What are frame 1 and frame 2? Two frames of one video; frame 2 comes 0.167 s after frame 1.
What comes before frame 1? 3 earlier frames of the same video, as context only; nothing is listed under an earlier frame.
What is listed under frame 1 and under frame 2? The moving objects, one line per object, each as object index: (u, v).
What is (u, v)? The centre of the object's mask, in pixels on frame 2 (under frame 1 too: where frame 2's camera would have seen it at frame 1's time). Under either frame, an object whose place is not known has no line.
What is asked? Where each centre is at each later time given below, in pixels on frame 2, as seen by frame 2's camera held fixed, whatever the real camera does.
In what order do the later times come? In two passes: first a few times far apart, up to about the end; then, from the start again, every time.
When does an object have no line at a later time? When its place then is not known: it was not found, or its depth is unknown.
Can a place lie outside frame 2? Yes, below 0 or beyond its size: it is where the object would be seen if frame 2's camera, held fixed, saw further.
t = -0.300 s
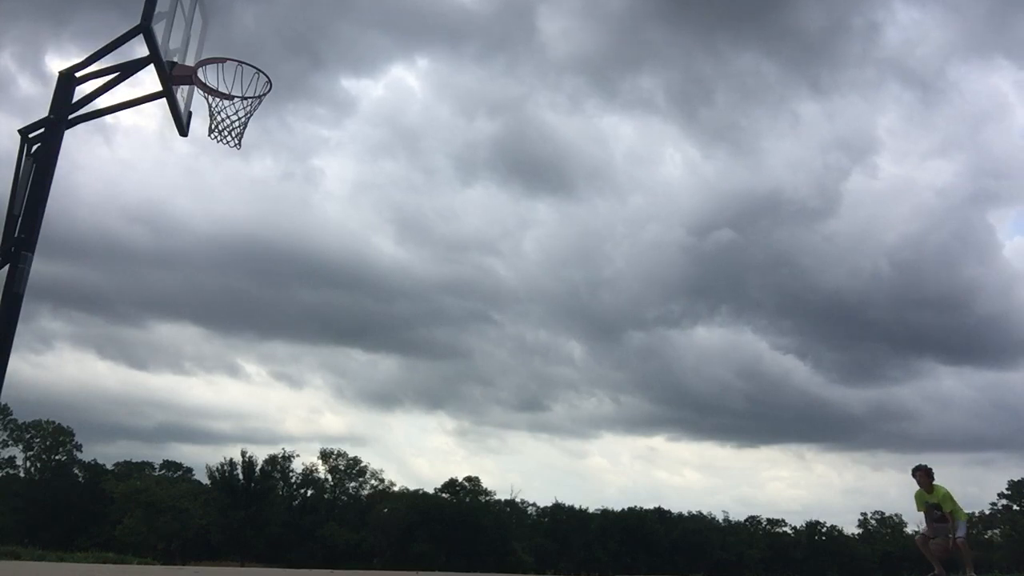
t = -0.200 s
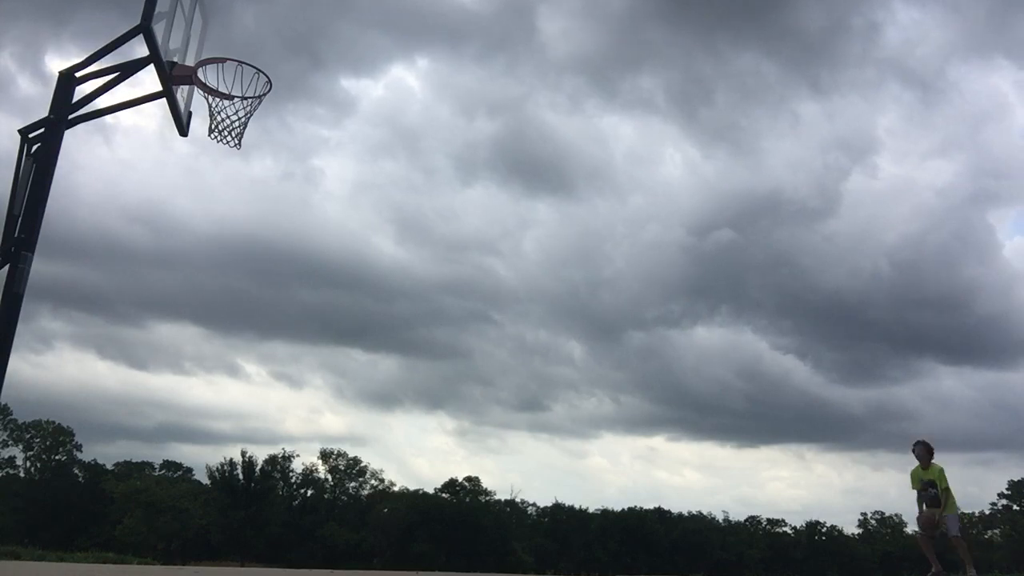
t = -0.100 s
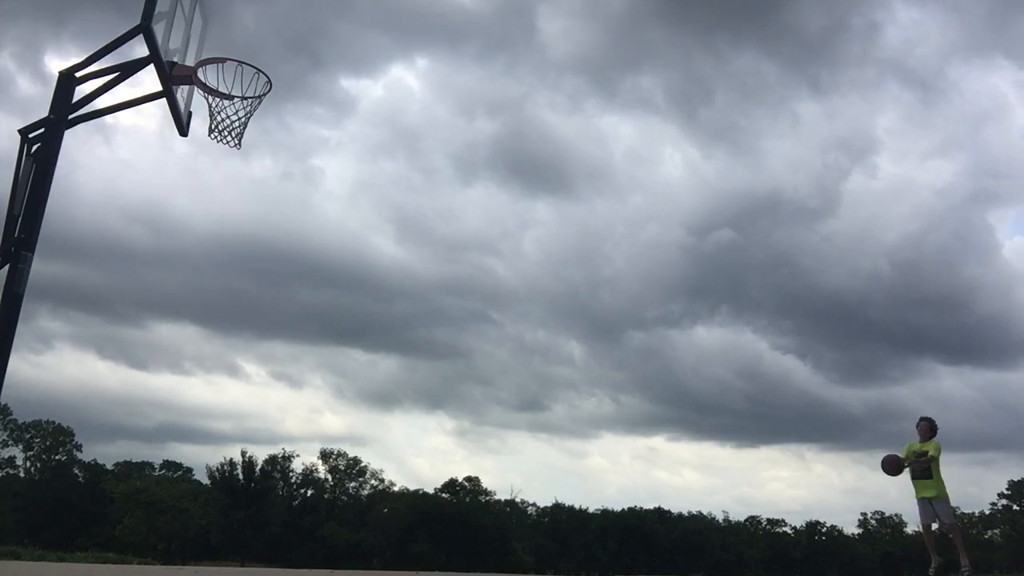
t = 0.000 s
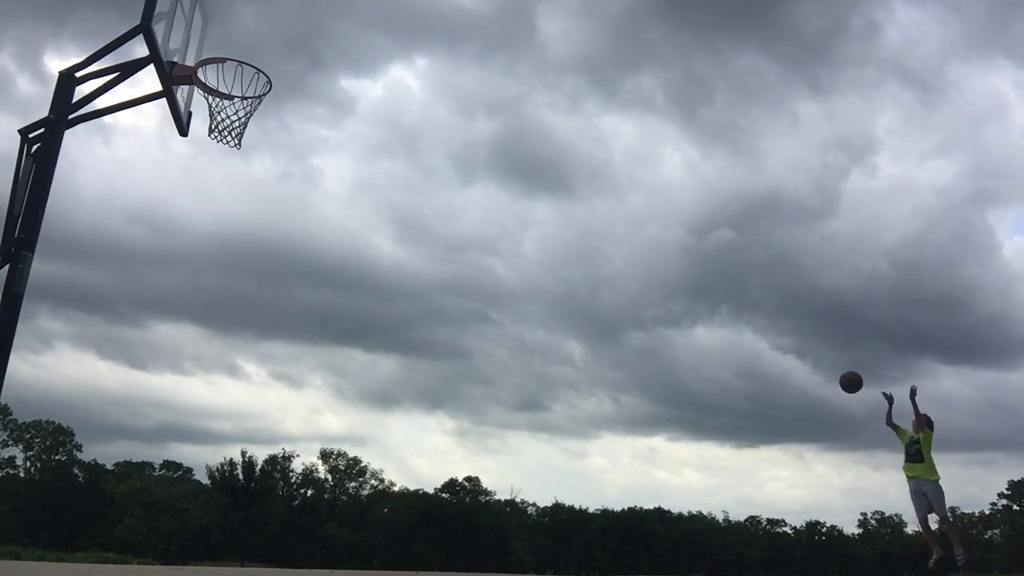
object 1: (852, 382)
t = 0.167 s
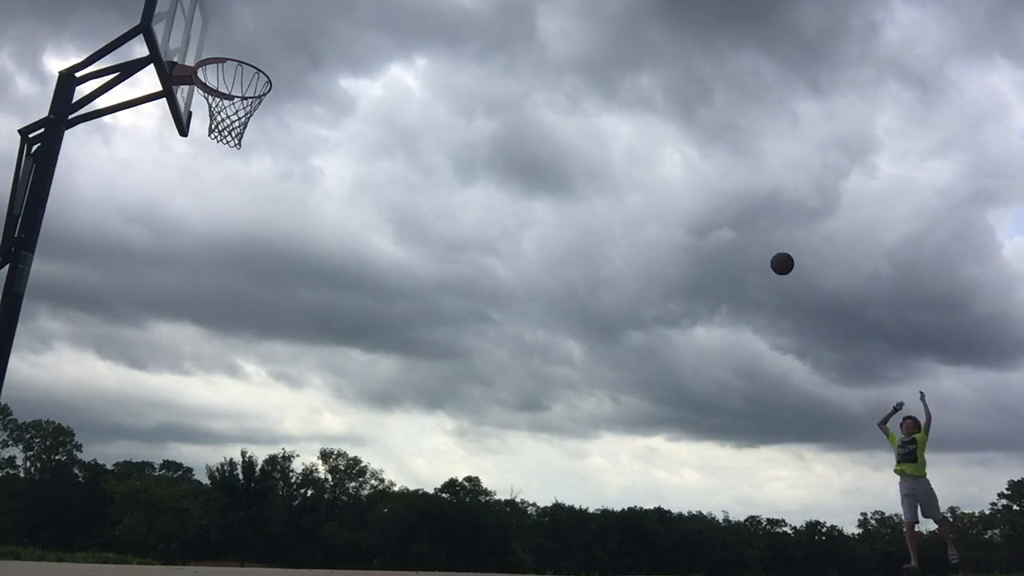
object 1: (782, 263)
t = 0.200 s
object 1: (768, 242)
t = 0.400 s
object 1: (683, 136)
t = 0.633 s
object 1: (577, 50)
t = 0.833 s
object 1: (472, 11)
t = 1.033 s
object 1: (348, 11)
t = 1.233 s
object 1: (209, 55)
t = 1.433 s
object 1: (305, 85)
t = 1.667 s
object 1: (414, 138)
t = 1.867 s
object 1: (498, 236)
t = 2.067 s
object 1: (579, 385)
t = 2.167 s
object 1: (619, 484)
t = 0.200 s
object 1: (768, 242)
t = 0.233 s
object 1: (754, 223)
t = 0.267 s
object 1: (740, 204)
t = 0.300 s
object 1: (726, 185)
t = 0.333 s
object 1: (712, 168)
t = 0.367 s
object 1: (698, 151)
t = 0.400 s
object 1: (683, 136)
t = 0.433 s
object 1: (669, 121)
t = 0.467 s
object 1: (654, 107)
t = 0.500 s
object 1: (639, 94)
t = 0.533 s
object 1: (624, 81)
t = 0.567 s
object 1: (608, 70)
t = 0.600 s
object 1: (592, 60)
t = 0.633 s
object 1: (577, 50)
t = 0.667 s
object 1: (560, 41)
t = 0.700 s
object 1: (543, 33)
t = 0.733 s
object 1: (526, 26)
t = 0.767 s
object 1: (508, 20)
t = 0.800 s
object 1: (491, 14)
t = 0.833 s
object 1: (472, 11)
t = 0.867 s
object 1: (453, 10)
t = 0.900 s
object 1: (433, 9)
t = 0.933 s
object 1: (413, 8)
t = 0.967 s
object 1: (392, 9)
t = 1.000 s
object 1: (370, 9)
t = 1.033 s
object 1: (348, 11)
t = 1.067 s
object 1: (325, 13)
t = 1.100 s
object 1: (301, 18)
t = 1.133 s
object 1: (275, 25)
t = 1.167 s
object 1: (249, 34)
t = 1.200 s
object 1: (222, 43)
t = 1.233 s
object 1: (209, 55)
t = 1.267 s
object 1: (223, 70)
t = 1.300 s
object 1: (236, 82)
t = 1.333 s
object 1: (253, 82)
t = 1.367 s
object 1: (271, 82)
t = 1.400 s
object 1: (288, 82)
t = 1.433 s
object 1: (305, 85)
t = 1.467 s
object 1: (321, 88)
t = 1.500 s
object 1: (338, 93)
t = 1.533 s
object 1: (353, 99)
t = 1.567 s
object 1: (369, 107)
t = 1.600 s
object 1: (384, 116)
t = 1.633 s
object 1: (399, 126)
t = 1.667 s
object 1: (414, 138)
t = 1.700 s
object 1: (429, 151)
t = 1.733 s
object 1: (443, 165)
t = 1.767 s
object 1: (457, 181)
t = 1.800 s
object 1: (471, 197)
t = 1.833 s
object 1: (485, 216)
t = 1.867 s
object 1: (498, 236)
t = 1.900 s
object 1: (512, 257)
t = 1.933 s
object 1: (525, 279)
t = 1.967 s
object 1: (539, 303)
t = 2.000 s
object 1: (552, 329)
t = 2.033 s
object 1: (565, 356)
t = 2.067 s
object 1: (579, 385)
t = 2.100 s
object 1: (592, 416)
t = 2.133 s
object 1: (605, 449)
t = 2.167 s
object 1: (619, 484)
